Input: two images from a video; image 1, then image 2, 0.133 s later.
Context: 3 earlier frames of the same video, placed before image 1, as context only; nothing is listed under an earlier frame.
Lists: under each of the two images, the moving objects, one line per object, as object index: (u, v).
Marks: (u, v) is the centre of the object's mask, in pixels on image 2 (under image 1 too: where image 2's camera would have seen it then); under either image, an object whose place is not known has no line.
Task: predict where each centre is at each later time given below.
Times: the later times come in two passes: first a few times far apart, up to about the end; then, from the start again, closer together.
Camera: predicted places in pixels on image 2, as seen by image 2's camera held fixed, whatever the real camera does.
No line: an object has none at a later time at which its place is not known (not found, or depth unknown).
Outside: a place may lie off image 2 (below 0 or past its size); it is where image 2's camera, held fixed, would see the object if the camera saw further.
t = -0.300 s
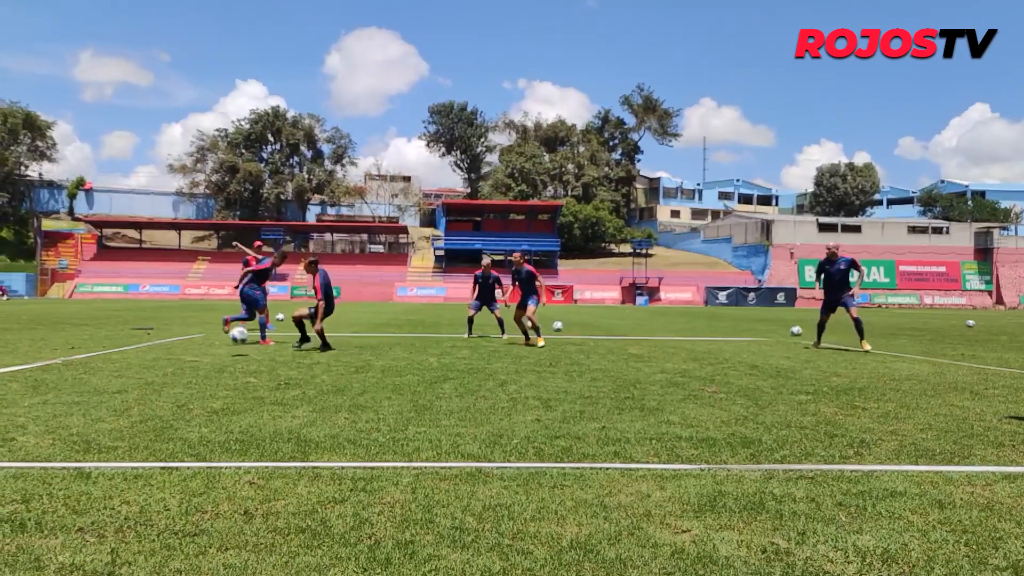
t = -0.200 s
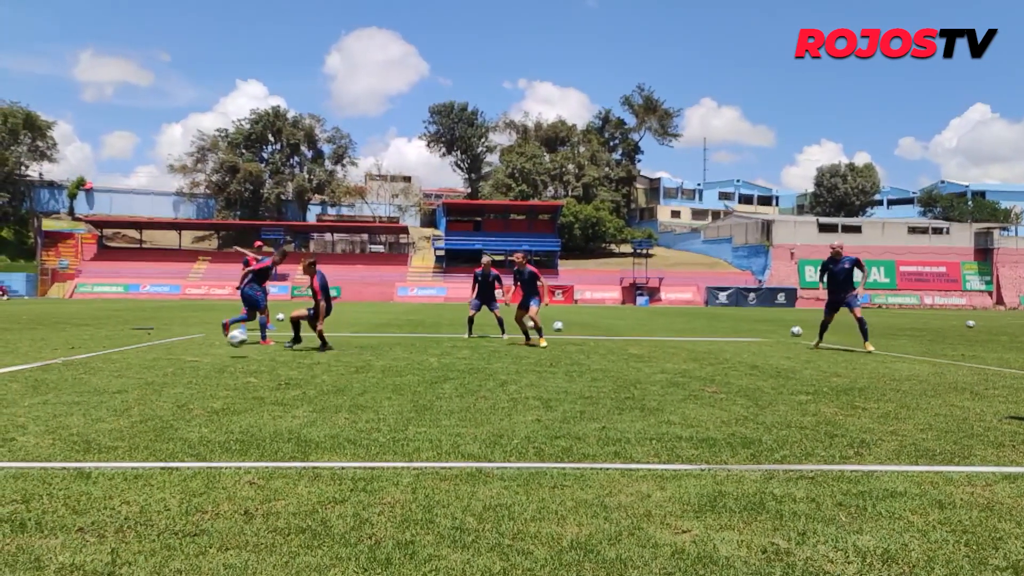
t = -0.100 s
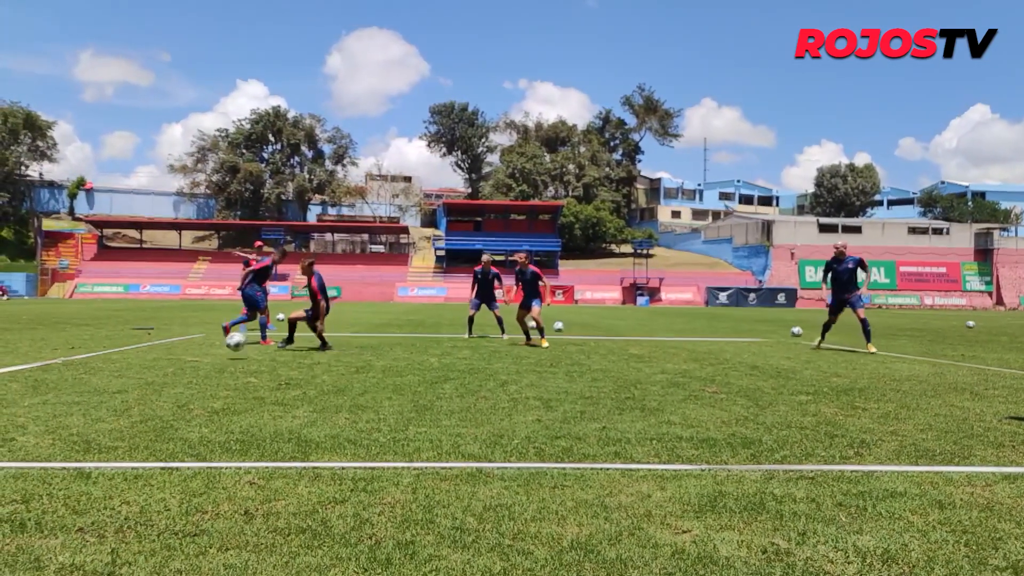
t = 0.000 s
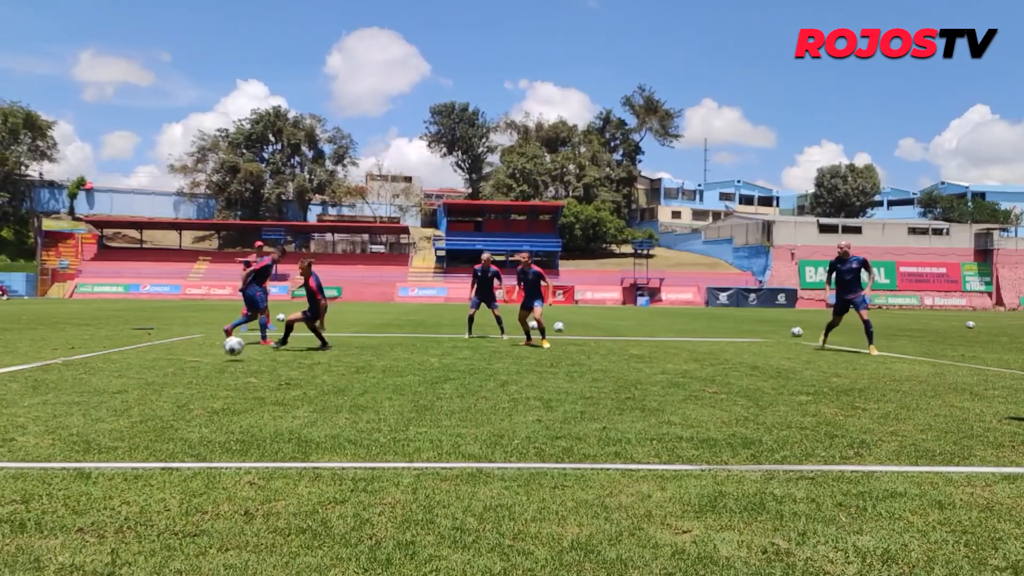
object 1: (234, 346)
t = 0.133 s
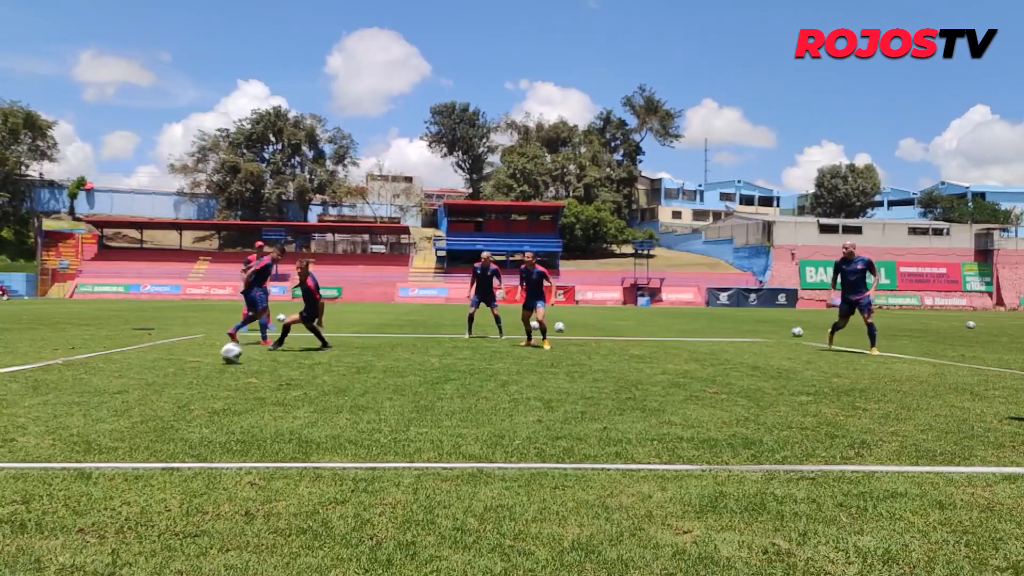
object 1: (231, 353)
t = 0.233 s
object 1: (228, 358)
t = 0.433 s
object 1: (221, 357)
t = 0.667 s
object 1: (213, 355)
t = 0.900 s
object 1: (202, 357)
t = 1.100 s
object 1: (194, 361)
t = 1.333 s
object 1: (180, 372)
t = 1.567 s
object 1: (166, 375)
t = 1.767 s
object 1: (152, 376)
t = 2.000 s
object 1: (134, 382)
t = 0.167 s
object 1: (230, 355)
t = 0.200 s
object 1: (229, 356)
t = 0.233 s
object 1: (228, 358)
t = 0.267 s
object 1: (227, 358)
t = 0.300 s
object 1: (226, 358)
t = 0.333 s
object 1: (225, 357)
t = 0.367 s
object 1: (223, 357)
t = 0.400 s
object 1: (222, 357)
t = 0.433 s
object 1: (221, 357)
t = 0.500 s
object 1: (220, 356)
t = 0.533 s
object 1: (218, 356)
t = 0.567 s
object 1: (217, 355)
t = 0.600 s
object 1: (216, 355)
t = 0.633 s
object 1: (214, 355)
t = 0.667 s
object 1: (213, 355)
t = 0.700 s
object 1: (211, 355)
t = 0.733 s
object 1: (210, 355)
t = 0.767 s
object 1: (209, 355)
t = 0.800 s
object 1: (207, 355)
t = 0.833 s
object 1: (206, 356)
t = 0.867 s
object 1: (205, 356)
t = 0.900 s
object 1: (202, 357)
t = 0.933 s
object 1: (201, 357)
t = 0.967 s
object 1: (200, 358)
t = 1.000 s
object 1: (198, 359)
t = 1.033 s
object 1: (196, 360)
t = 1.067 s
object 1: (195, 361)
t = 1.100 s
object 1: (194, 361)
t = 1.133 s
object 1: (192, 363)
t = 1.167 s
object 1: (190, 364)
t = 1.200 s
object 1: (188, 365)
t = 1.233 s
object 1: (187, 367)
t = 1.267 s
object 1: (184, 369)
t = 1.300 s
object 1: (183, 370)
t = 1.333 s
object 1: (180, 372)
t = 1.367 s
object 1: (178, 373)
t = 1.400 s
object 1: (176, 374)
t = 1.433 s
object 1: (175, 375)
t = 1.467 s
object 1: (172, 375)
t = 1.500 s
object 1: (170, 375)
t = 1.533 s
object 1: (168, 375)
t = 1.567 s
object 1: (166, 375)
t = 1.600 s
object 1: (164, 375)
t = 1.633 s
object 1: (161, 376)
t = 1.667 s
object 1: (159, 376)
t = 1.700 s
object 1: (157, 376)
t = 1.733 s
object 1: (154, 376)
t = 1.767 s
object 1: (152, 376)
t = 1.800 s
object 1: (150, 377)
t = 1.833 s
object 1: (147, 378)
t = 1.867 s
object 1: (145, 379)
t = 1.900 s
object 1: (142, 380)
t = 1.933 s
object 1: (140, 381)
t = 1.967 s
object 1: (137, 381)
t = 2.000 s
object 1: (134, 382)
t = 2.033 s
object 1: (131, 383)
